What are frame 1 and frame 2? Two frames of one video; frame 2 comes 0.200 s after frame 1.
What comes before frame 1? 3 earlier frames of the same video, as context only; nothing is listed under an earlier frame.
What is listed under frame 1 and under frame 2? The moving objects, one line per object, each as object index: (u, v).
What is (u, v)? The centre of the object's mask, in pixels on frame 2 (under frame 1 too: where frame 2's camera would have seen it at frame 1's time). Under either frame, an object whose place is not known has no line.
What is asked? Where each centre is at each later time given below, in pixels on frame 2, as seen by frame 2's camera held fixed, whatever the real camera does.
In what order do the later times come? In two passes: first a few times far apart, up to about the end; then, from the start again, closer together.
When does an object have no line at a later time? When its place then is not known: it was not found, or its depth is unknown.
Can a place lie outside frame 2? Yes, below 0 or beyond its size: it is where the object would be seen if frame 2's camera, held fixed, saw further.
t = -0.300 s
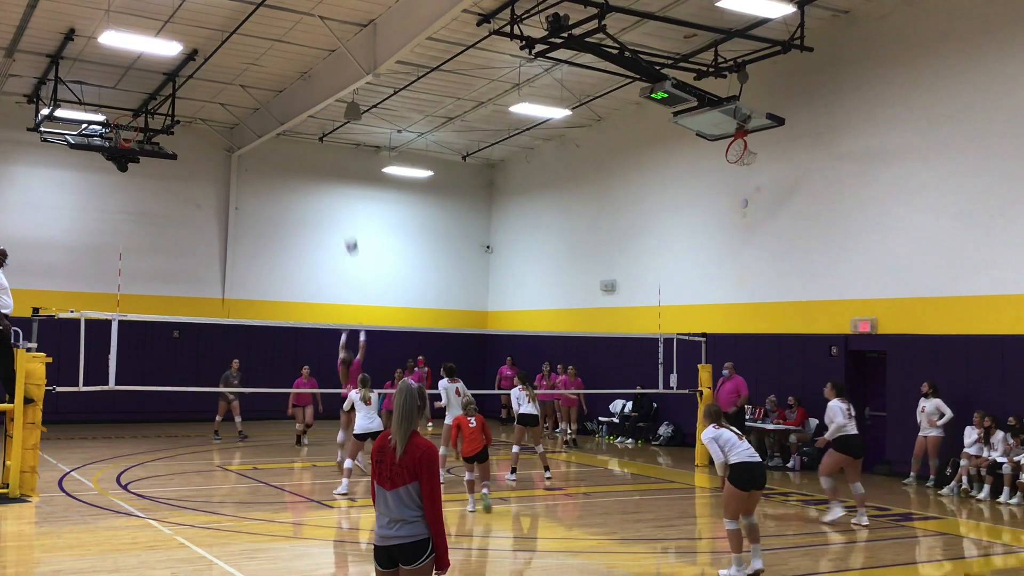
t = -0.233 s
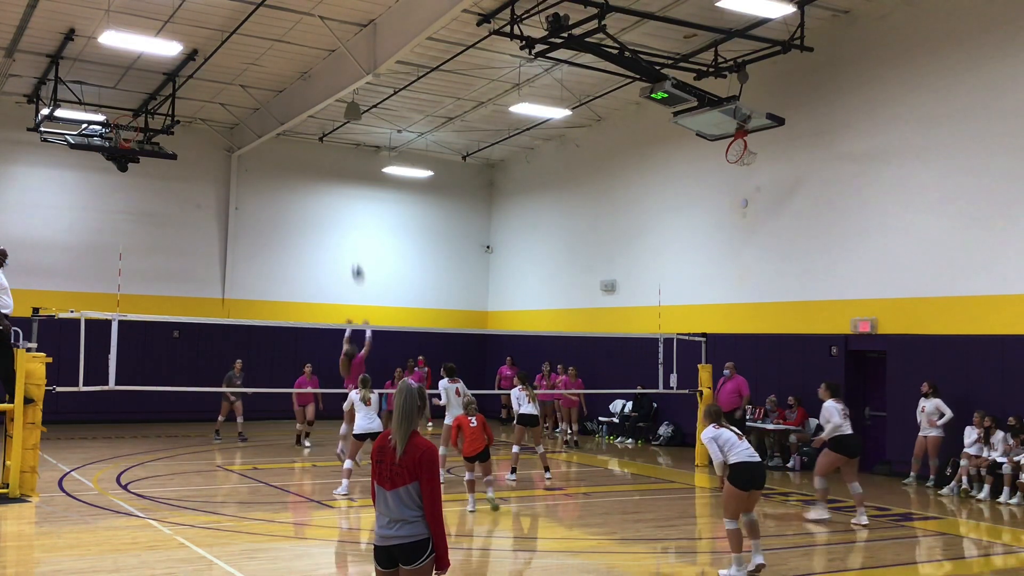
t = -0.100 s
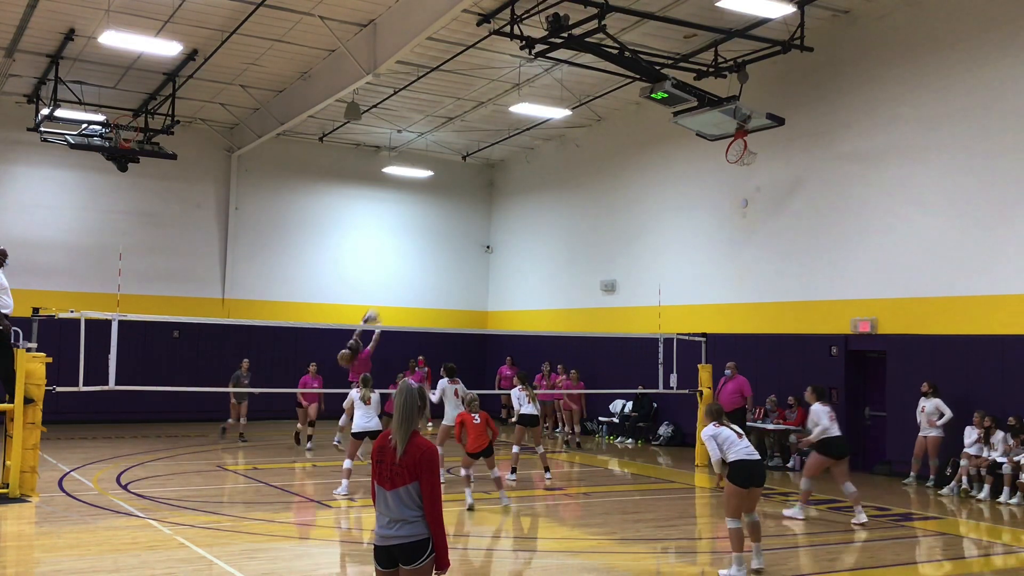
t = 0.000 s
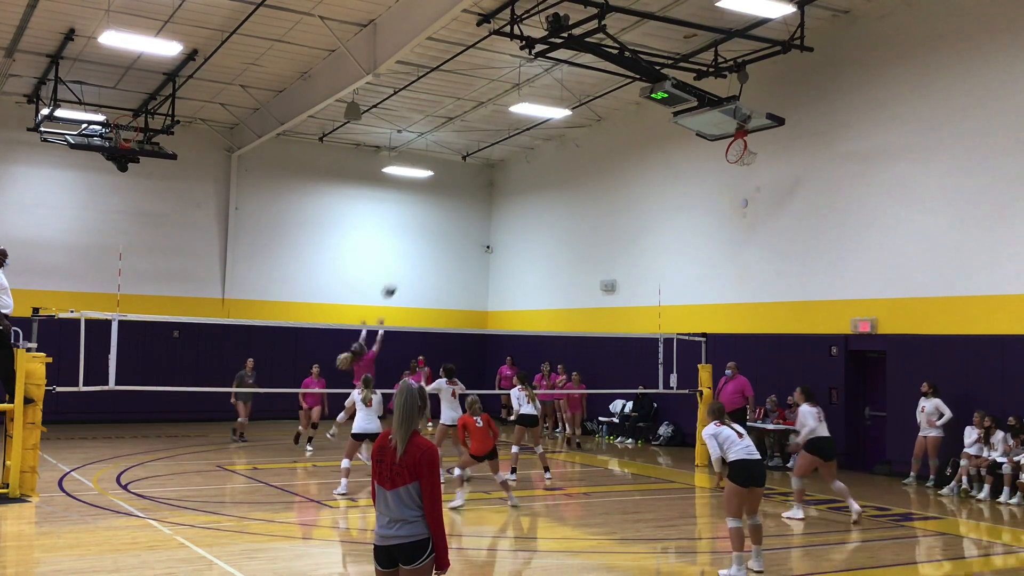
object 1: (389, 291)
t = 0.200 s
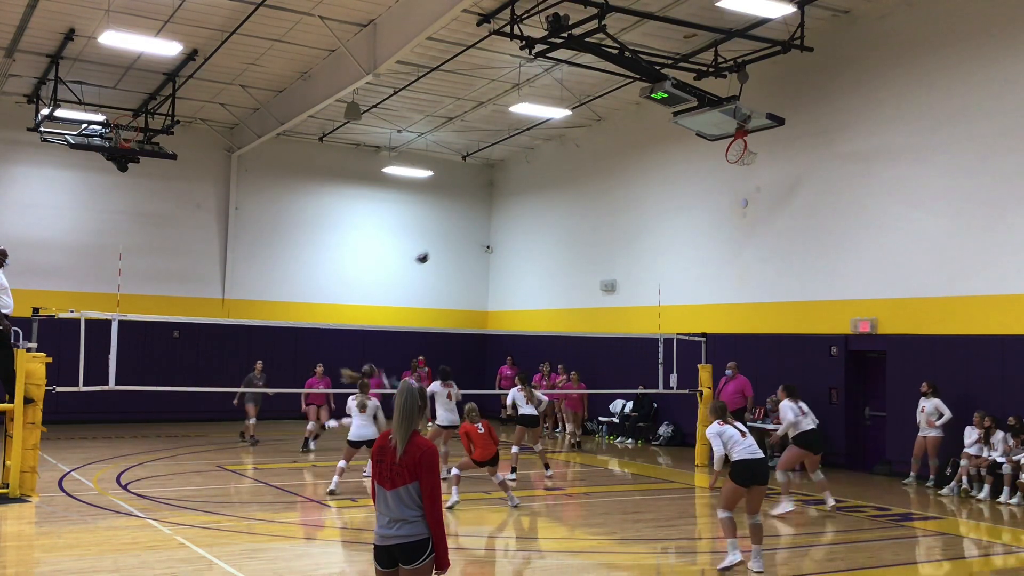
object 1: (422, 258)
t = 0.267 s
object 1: (432, 252)
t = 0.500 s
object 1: (465, 254)
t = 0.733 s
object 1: (493, 286)
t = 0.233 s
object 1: (427, 255)
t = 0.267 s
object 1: (432, 252)
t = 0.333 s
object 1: (442, 249)
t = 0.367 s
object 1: (447, 249)
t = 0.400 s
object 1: (451, 249)
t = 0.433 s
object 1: (456, 250)
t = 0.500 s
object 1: (465, 254)
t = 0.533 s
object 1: (469, 257)
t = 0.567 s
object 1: (473, 260)
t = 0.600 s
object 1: (477, 264)
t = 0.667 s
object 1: (486, 275)
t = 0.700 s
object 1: (490, 281)
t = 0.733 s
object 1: (493, 286)
